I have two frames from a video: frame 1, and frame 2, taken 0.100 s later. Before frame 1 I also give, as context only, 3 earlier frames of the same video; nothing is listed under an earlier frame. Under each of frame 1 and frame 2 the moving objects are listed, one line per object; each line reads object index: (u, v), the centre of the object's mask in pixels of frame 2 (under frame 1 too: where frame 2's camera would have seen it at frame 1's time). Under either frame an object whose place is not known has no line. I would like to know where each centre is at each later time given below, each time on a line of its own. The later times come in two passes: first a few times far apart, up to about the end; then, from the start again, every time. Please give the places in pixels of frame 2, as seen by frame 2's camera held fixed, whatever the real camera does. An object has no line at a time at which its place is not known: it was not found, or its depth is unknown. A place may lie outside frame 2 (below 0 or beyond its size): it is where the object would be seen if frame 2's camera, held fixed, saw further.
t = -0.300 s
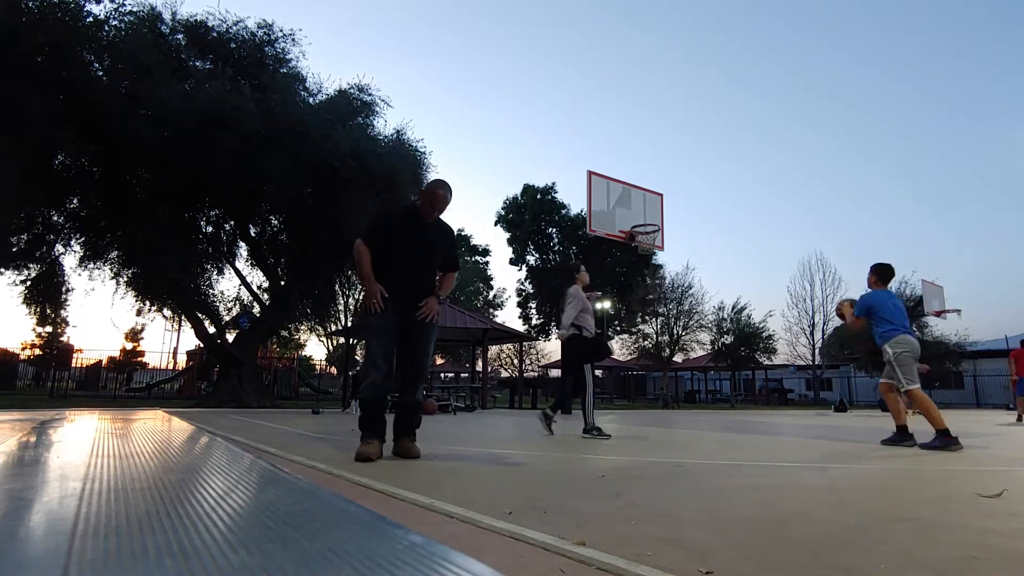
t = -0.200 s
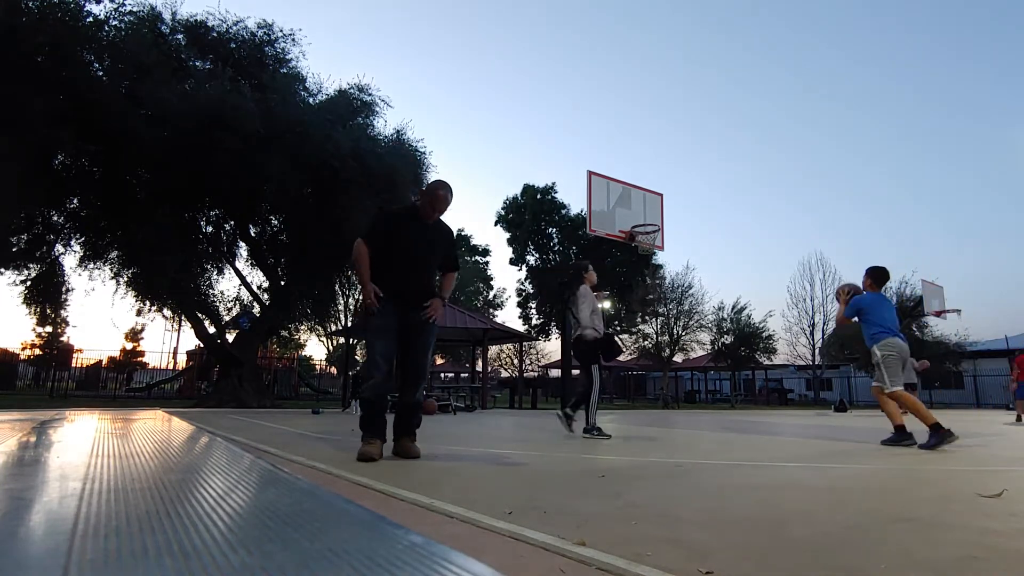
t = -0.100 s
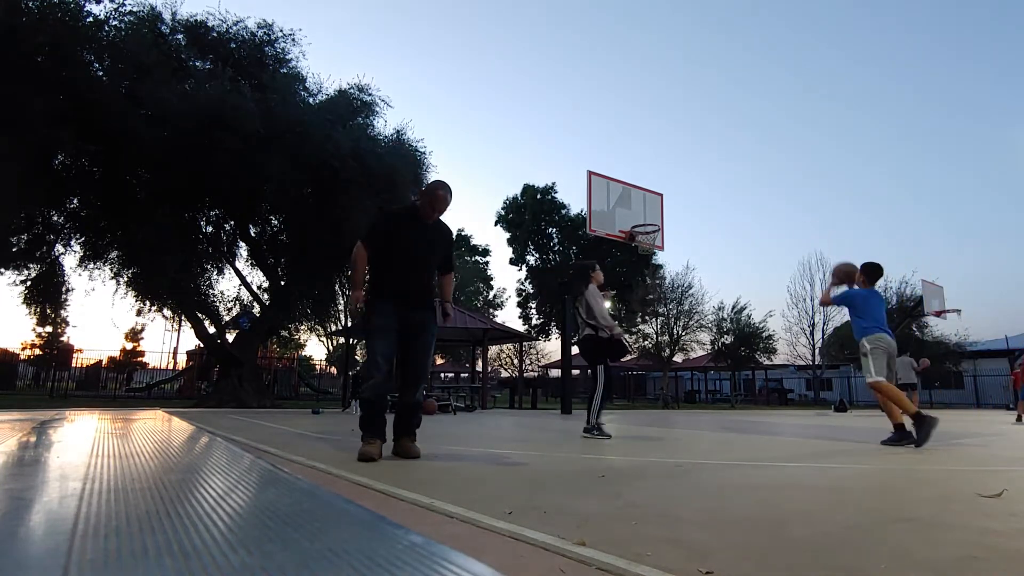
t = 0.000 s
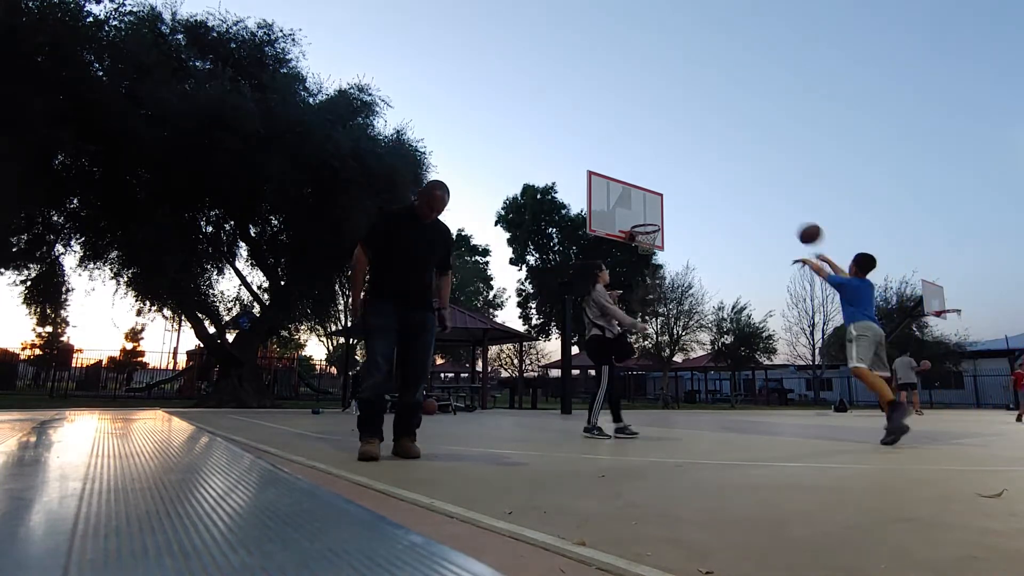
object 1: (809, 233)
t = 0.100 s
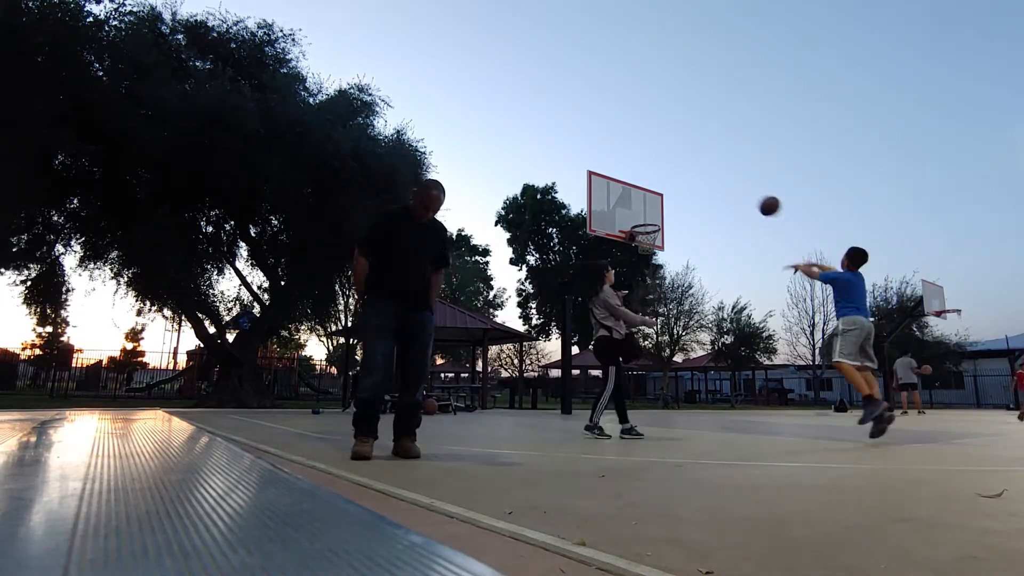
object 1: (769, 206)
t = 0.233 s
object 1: (726, 186)
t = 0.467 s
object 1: (669, 186)
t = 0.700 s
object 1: (629, 216)
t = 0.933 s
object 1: (662, 216)
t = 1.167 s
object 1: (707, 234)
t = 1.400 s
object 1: (760, 291)
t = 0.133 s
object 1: (757, 199)
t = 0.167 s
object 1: (746, 194)
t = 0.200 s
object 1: (736, 190)
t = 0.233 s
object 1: (726, 186)
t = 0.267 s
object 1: (716, 184)
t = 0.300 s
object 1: (707, 182)
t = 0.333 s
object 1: (699, 182)
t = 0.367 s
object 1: (691, 182)
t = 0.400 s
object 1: (684, 182)
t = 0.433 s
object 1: (677, 184)
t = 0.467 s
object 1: (669, 186)
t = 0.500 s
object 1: (663, 189)
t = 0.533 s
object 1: (656, 192)
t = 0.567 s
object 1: (650, 196)
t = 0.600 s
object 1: (645, 200)
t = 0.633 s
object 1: (639, 205)
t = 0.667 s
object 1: (634, 210)
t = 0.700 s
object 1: (629, 216)
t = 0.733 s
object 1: (628, 220)
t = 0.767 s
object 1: (634, 220)
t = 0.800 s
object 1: (639, 218)
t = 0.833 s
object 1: (645, 217)
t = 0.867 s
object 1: (651, 217)
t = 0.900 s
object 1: (656, 217)
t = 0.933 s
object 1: (662, 216)
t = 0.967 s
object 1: (668, 217)
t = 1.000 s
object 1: (674, 218)
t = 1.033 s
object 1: (681, 220)
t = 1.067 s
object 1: (687, 222)
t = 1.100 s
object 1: (694, 225)
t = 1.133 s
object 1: (700, 229)
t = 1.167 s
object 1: (707, 234)
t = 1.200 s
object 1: (714, 239)
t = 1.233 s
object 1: (721, 246)
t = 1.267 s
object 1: (728, 253)
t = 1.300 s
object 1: (736, 261)
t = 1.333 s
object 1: (744, 270)
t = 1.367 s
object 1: (752, 280)
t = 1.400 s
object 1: (760, 291)
